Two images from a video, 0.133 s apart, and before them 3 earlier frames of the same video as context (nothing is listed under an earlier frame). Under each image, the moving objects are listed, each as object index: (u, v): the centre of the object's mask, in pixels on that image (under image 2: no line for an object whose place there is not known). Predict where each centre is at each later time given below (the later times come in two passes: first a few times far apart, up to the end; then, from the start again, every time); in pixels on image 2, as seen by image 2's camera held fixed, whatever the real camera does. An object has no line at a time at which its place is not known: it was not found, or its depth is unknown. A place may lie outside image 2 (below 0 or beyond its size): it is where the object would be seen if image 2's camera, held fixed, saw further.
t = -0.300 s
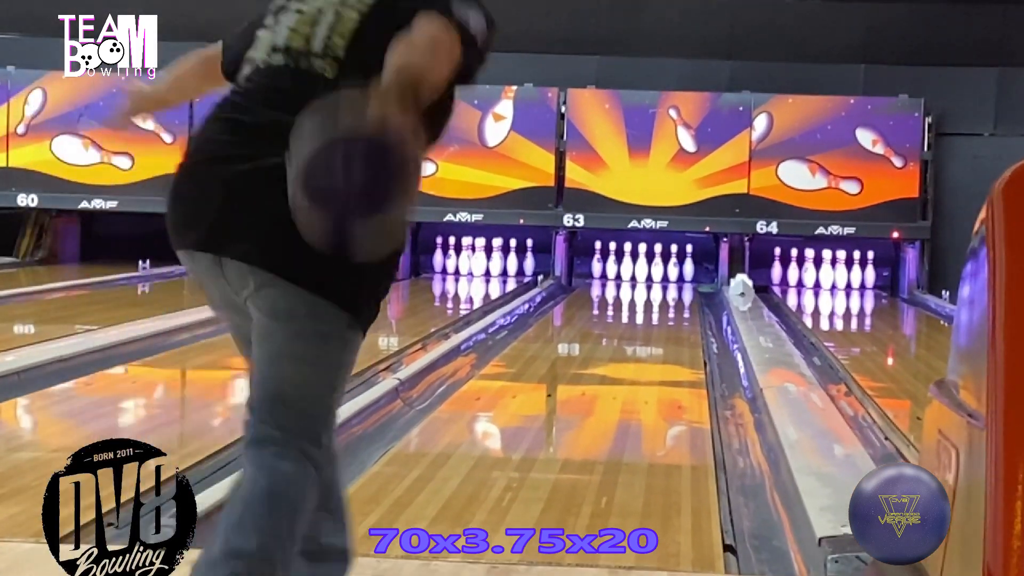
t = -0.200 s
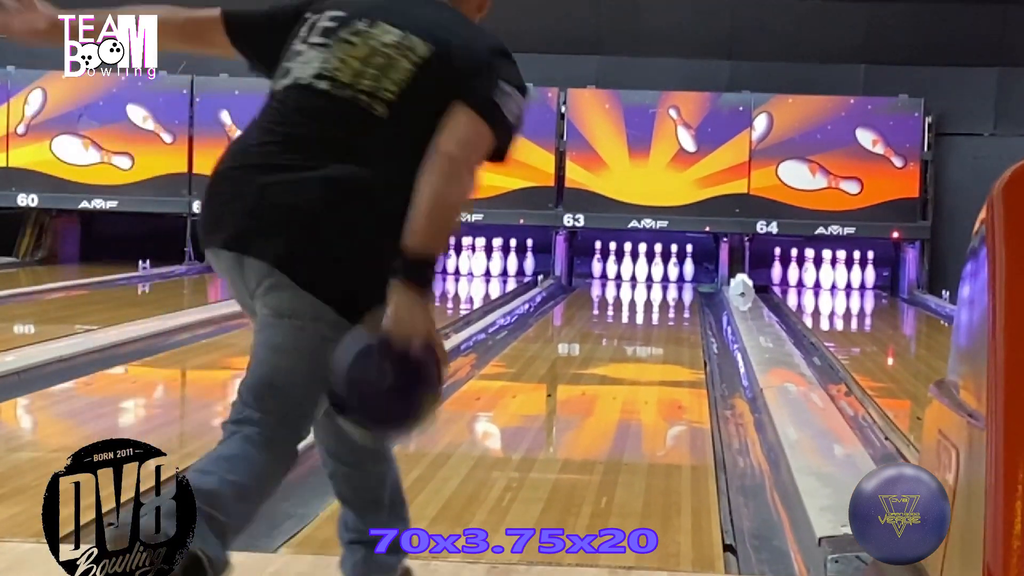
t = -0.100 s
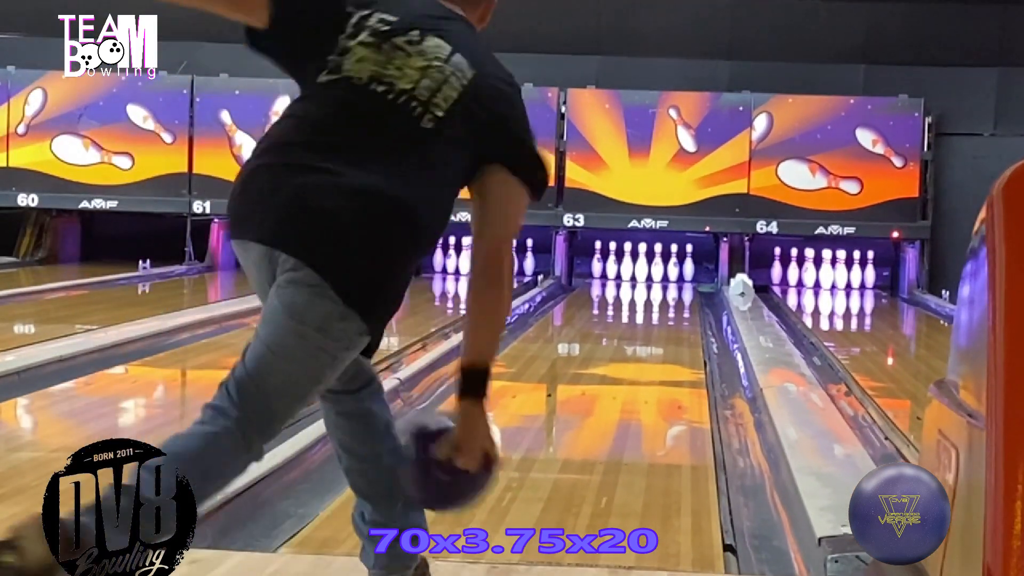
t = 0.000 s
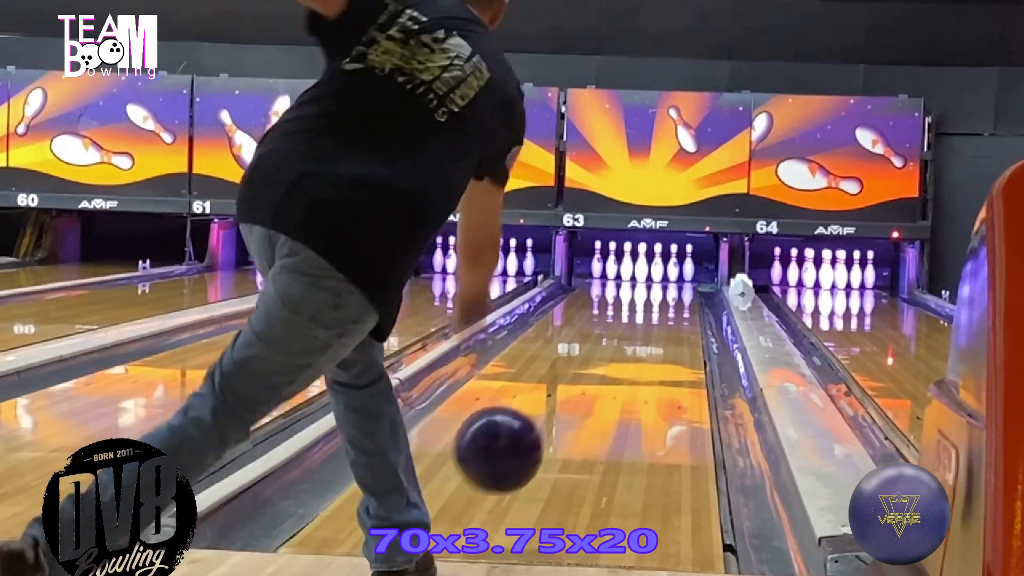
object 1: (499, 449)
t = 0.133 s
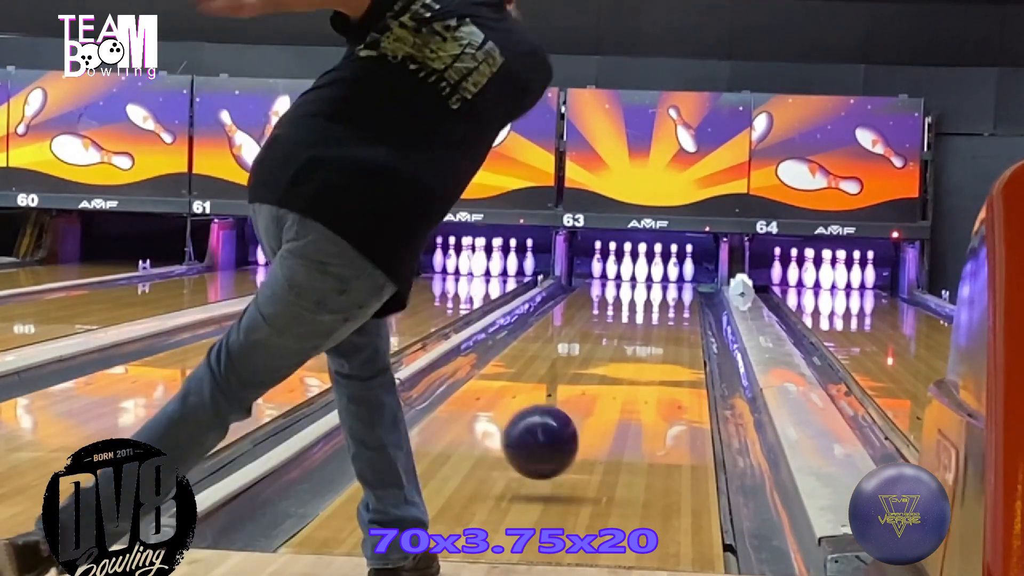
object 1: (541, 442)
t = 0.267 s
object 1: (572, 424)
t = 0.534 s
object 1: (615, 380)
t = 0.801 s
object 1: (643, 350)
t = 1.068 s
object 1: (661, 328)
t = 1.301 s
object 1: (672, 313)
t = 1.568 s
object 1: (678, 301)
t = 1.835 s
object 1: (679, 292)
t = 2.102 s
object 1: (669, 283)
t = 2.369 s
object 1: (655, 277)
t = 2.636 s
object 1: (644, 272)
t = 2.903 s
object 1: (628, 272)
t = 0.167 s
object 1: (549, 449)
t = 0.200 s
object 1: (557, 440)
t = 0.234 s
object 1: (565, 430)
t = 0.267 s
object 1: (572, 424)
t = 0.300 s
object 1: (579, 419)
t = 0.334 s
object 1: (585, 411)
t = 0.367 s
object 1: (591, 406)
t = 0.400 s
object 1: (596, 401)
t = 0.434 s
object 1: (601, 395)
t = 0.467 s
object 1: (606, 389)
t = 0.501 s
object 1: (611, 385)
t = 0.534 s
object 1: (615, 380)
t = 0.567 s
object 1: (620, 375)
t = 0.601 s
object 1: (624, 371)
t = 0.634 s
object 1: (627, 367)
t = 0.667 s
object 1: (630, 364)
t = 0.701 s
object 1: (634, 360)
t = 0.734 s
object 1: (637, 357)
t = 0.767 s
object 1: (640, 353)
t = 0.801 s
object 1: (643, 350)
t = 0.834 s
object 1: (646, 347)
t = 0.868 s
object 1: (648, 344)
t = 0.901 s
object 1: (651, 341)
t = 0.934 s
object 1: (653, 338)
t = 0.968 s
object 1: (656, 335)
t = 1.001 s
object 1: (657, 333)
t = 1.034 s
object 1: (660, 331)
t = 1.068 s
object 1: (661, 328)
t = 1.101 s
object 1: (663, 326)
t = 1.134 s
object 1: (665, 324)
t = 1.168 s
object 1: (667, 322)
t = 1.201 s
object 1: (668, 319)
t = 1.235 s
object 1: (670, 317)
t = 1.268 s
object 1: (671, 315)
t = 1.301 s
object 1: (672, 313)
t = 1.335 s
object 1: (673, 312)
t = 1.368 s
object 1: (674, 310)
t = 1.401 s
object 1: (675, 309)
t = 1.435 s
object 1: (676, 307)
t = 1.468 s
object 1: (677, 306)
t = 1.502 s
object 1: (677, 304)
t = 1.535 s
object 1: (678, 303)
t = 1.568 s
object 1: (678, 301)
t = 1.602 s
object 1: (679, 300)
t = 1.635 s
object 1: (679, 299)
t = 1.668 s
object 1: (679, 297)
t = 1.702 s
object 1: (679, 296)
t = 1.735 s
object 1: (679, 296)
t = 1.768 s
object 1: (679, 294)
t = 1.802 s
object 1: (679, 293)
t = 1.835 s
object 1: (679, 292)
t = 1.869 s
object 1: (677, 291)
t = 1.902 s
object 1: (677, 290)
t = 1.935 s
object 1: (676, 289)
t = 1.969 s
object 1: (675, 288)
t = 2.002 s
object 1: (674, 287)
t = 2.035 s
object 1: (673, 286)
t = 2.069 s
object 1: (671, 285)
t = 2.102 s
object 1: (669, 283)
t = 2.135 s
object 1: (667, 282)
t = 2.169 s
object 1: (665, 281)
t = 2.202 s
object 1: (663, 281)
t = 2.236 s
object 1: (661, 280)
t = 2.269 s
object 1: (659, 279)
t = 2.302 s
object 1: (658, 279)
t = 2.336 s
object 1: (656, 278)
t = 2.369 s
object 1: (655, 277)
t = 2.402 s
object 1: (653, 276)
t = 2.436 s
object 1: (651, 275)
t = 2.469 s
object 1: (650, 274)
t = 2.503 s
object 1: (648, 273)
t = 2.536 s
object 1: (646, 273)
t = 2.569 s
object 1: (646, 272)
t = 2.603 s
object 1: (646, 272)
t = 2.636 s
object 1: (644, 272)
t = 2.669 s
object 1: (643, 271)
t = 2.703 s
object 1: (642, 271)
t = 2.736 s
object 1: (639, 269)
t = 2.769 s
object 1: (635, 269)
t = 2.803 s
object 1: (632, 270)
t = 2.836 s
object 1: (633, 270)
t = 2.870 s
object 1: (631, 271)
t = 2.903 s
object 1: (628, 272)
